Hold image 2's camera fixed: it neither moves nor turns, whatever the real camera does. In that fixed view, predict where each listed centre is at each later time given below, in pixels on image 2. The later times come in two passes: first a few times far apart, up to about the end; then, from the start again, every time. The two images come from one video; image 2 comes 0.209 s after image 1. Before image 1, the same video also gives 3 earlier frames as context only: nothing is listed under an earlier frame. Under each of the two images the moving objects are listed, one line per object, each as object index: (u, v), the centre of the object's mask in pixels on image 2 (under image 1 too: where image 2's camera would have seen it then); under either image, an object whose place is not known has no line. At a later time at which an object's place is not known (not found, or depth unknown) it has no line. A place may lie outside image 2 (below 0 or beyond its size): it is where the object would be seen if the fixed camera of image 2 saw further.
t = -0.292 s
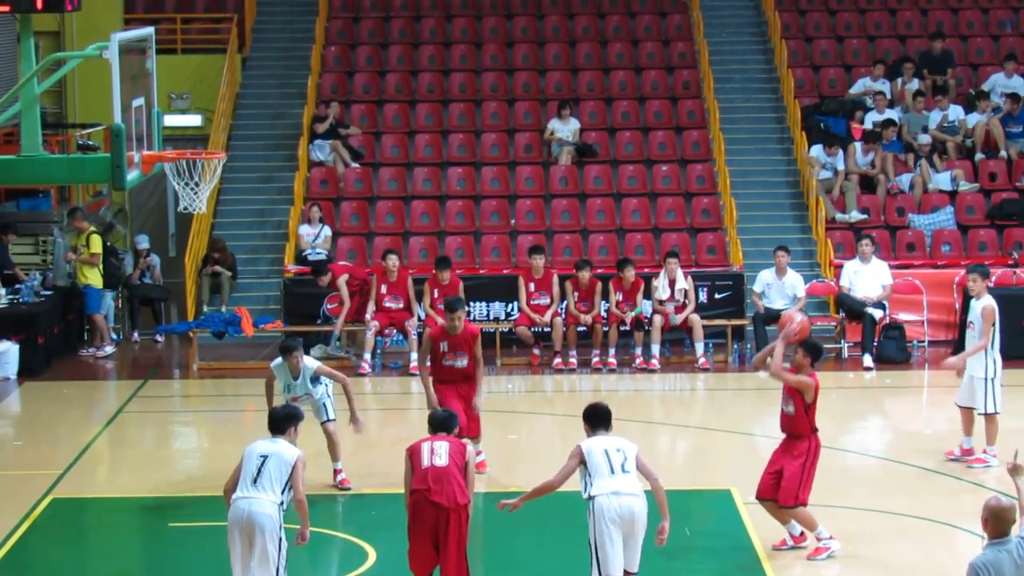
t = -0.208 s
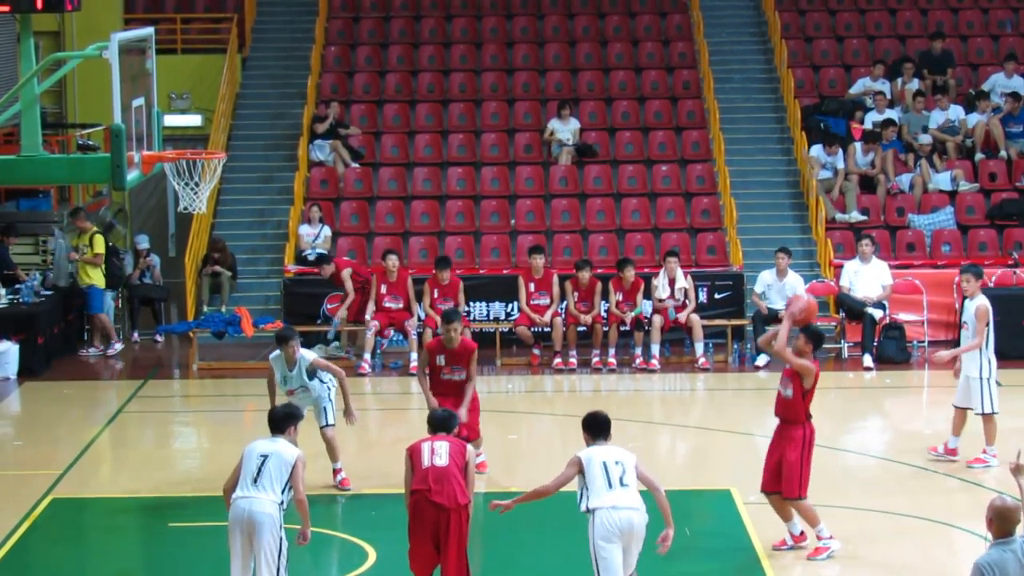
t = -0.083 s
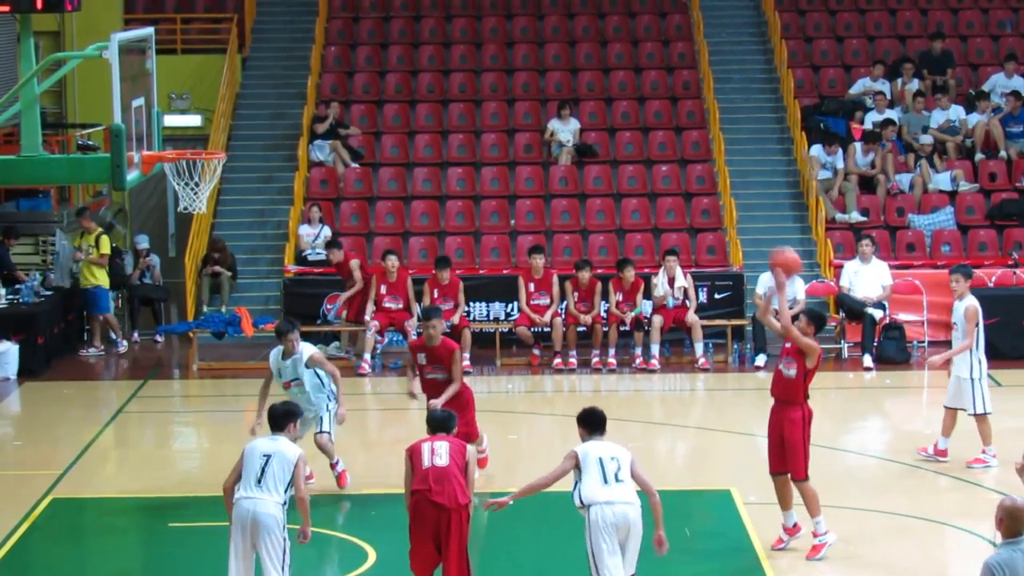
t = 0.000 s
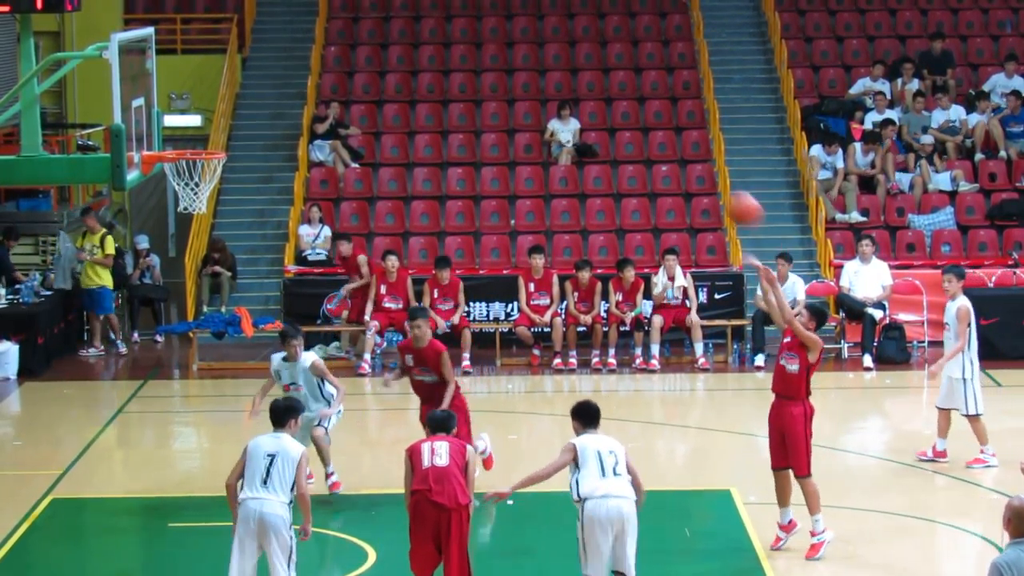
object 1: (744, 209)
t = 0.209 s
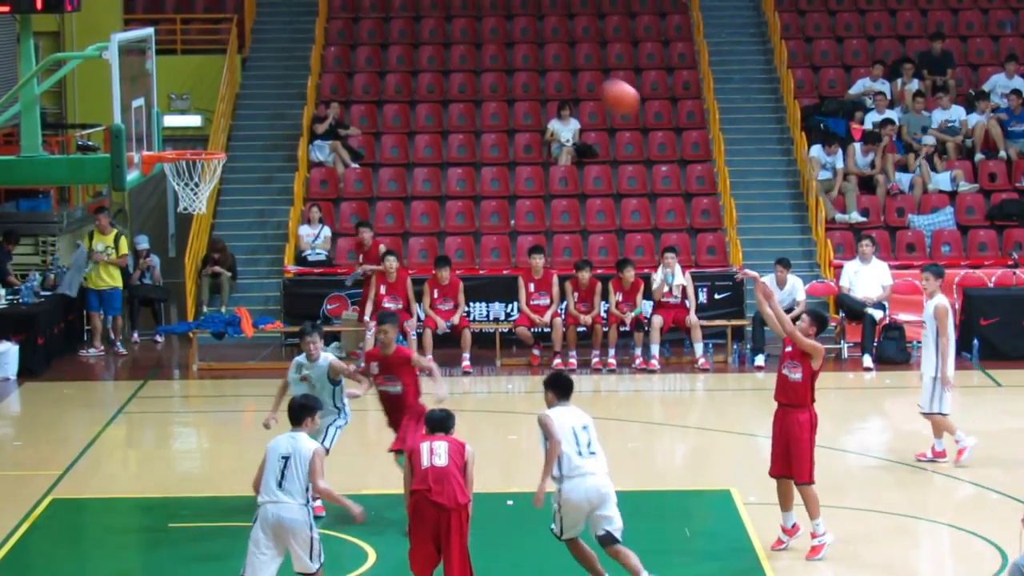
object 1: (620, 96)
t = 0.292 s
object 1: (570, 67)
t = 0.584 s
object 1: (396, 30)
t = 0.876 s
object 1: (224, 105)
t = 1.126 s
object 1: (214, 116)
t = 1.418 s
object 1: (256, 107)
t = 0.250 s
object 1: (595, 81)
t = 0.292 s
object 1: (570, 67)
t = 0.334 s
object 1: (545, 55)
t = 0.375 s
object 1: (520, 46)
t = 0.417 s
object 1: (495, 38)
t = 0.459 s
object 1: (470, 33)
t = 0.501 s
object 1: (445, 30)
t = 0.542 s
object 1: (420, 29)
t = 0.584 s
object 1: (396, 30)
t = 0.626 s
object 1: (371, 34)
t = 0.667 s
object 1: (347, 40)
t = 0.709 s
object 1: (322, 48)
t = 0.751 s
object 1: (297, 59)
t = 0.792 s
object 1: (274, 72)
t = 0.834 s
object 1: (249, 87)
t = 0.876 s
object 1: (224, 105)
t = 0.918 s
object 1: (201, 125)
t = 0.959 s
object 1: (179, 142)
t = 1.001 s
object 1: (190, 142)
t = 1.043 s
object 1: (201, 139)
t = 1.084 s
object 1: (208, 127)
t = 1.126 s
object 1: (214, 116)
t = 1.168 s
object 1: (219, 108)
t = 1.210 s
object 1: (225, 103)
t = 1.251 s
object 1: (231, 99)
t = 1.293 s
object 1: (237, 98)
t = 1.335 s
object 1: (243, 98)
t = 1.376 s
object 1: (250, 102)
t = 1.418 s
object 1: (256, 107)
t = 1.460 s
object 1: (263, 115)
